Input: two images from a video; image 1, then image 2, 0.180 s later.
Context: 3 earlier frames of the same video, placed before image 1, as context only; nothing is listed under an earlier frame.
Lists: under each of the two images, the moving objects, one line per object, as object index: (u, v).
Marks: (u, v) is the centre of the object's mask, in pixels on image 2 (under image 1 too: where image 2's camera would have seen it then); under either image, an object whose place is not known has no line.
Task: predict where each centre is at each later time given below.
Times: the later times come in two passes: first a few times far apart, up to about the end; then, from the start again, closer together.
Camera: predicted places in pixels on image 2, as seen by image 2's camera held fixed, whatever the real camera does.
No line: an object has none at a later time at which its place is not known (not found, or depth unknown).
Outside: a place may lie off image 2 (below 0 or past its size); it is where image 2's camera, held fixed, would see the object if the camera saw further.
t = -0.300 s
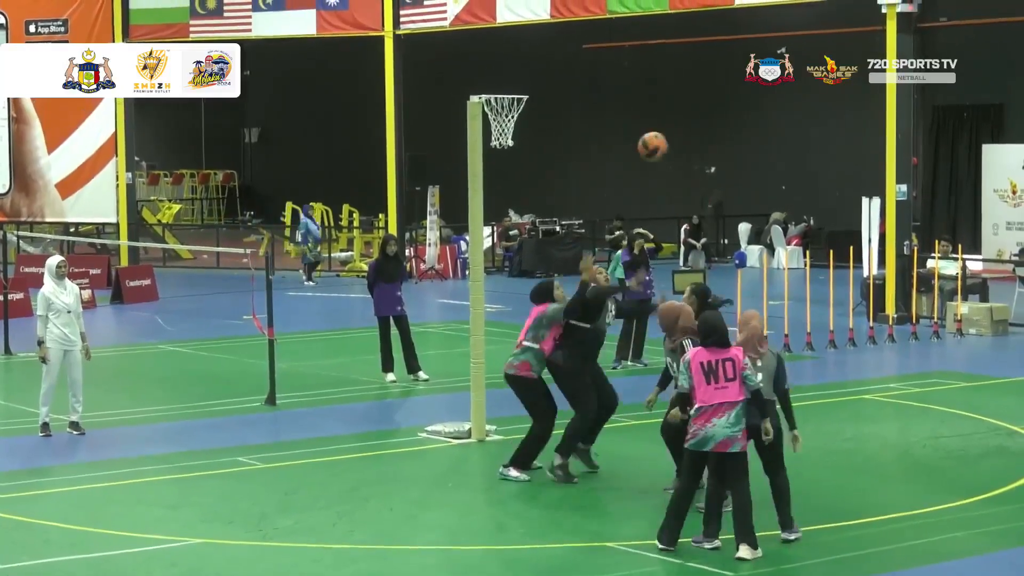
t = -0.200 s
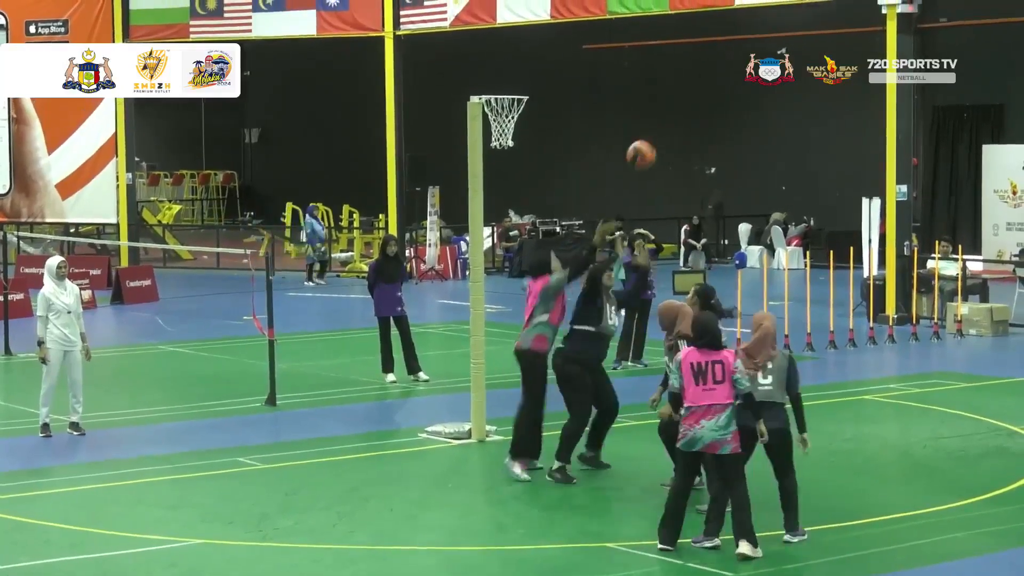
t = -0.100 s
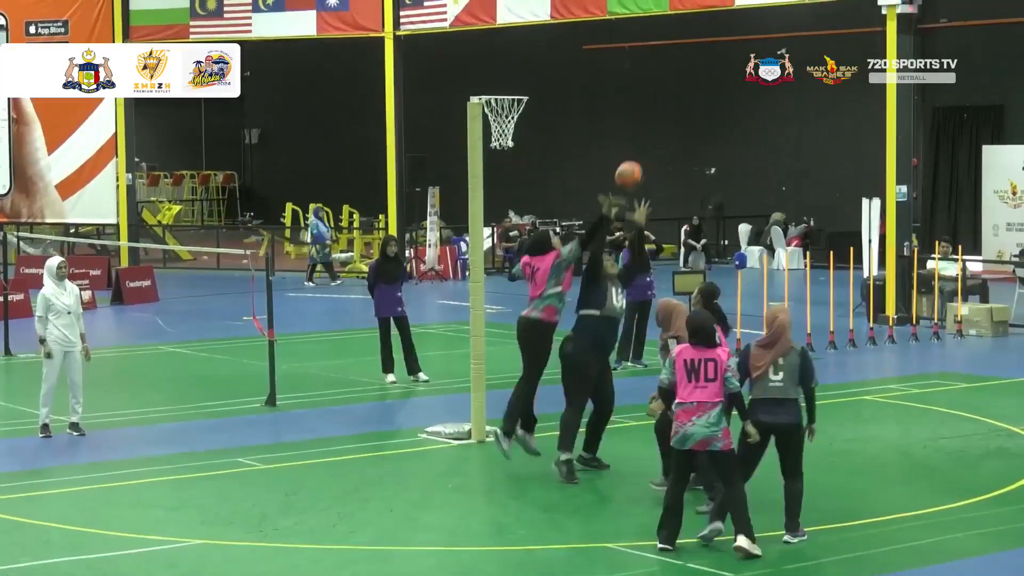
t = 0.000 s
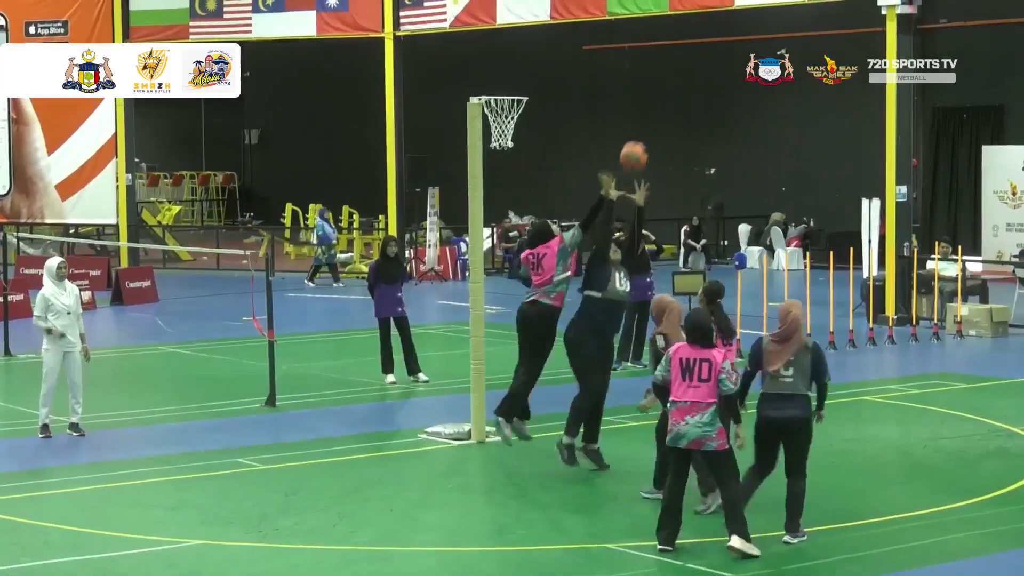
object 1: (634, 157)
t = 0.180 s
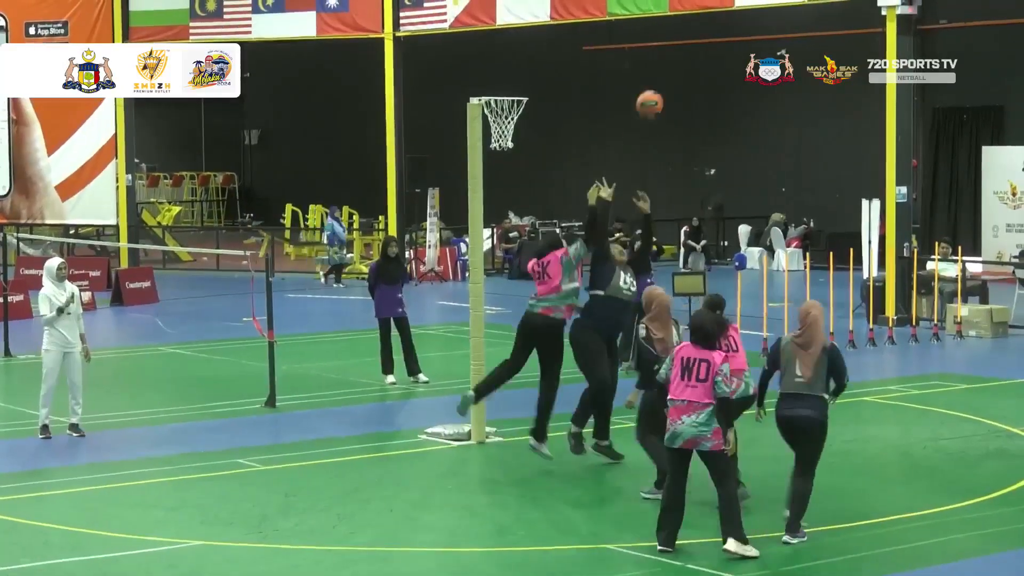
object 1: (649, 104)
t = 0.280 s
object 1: (658, 93)
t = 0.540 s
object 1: (679, 116)
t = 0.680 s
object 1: (689, 157)
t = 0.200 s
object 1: (651, 101)
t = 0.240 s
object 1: (655, 96)
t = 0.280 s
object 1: (658, 93)
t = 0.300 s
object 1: (660, 92)
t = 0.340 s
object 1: (663, 91)
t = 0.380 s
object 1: (666, 93)
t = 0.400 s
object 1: (668, 94)
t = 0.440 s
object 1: (671, 98)
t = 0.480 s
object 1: (674, 104)
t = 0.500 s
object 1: (676, 107)
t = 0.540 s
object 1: (679, 116)
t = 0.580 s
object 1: (682, 126)
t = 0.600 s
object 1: (683, 131)
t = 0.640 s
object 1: (686, 143)
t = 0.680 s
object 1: (689, 157)
